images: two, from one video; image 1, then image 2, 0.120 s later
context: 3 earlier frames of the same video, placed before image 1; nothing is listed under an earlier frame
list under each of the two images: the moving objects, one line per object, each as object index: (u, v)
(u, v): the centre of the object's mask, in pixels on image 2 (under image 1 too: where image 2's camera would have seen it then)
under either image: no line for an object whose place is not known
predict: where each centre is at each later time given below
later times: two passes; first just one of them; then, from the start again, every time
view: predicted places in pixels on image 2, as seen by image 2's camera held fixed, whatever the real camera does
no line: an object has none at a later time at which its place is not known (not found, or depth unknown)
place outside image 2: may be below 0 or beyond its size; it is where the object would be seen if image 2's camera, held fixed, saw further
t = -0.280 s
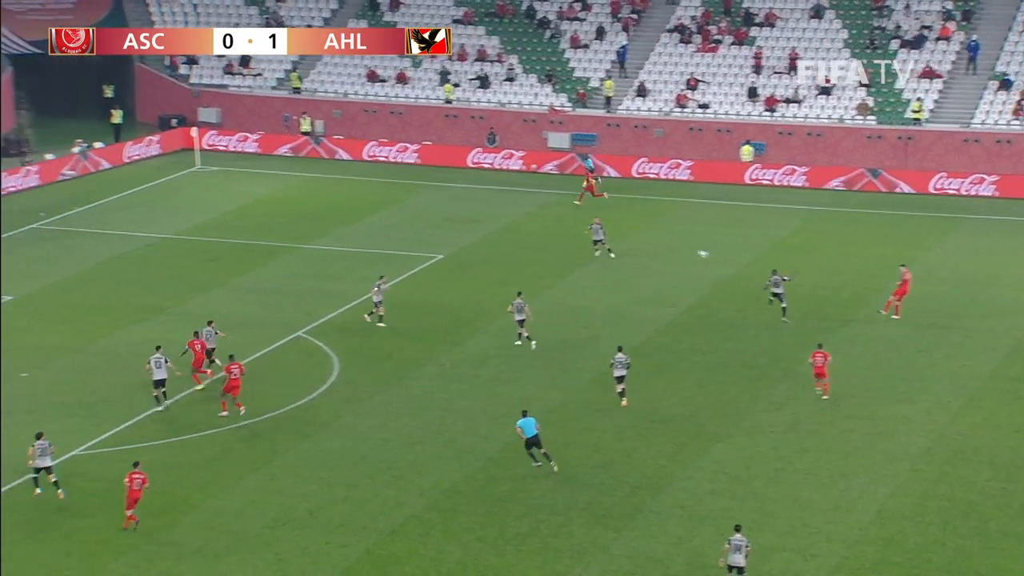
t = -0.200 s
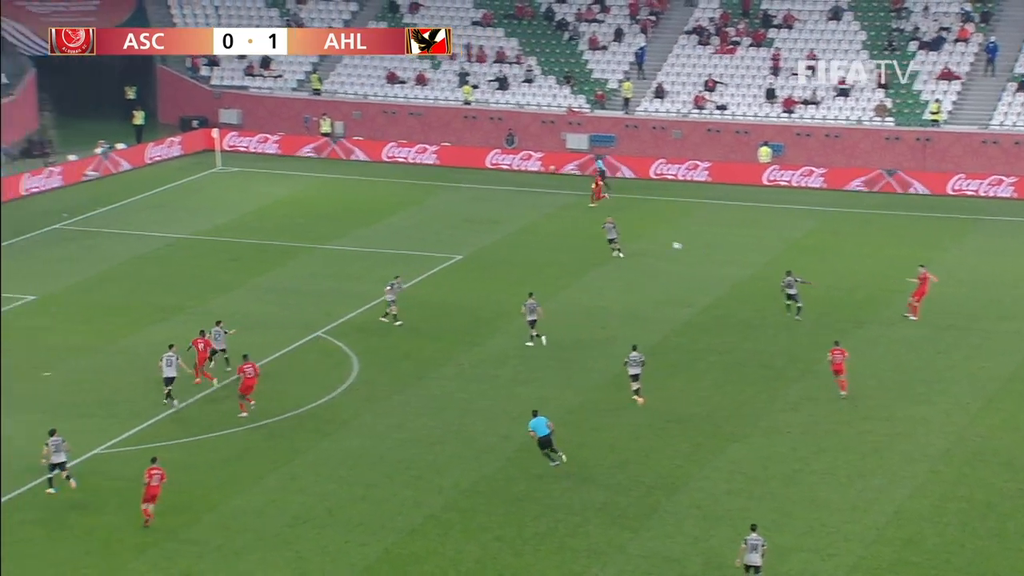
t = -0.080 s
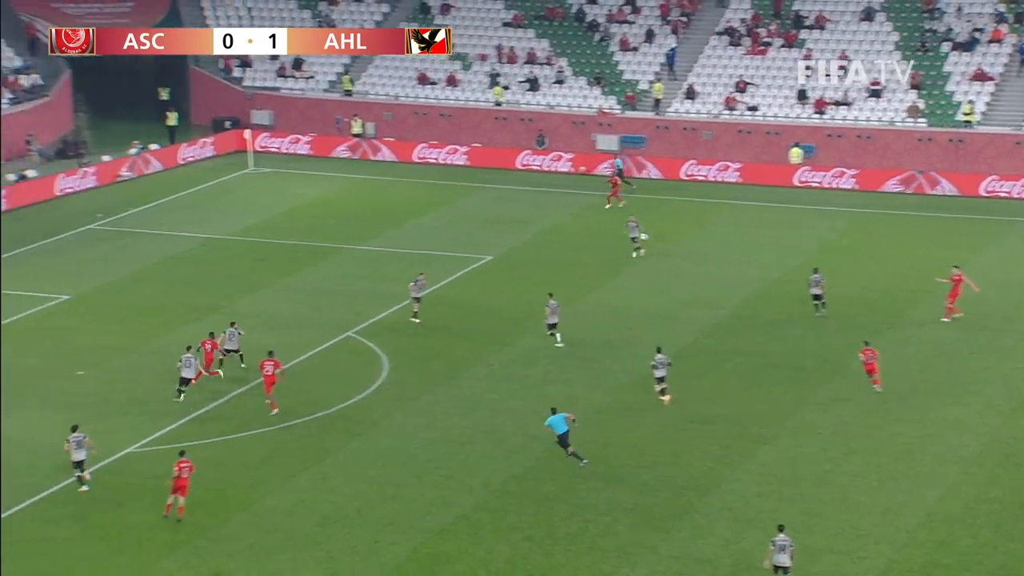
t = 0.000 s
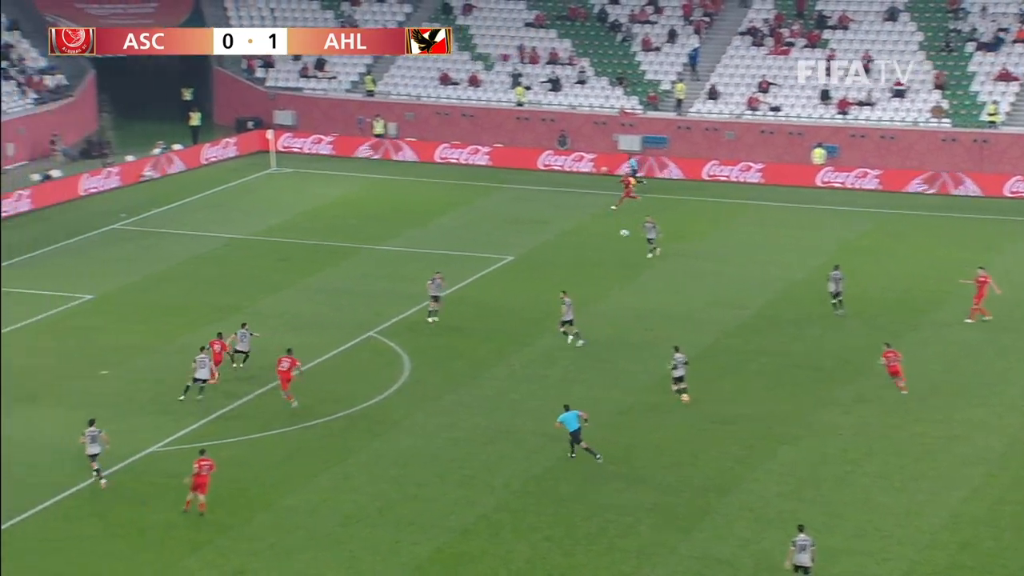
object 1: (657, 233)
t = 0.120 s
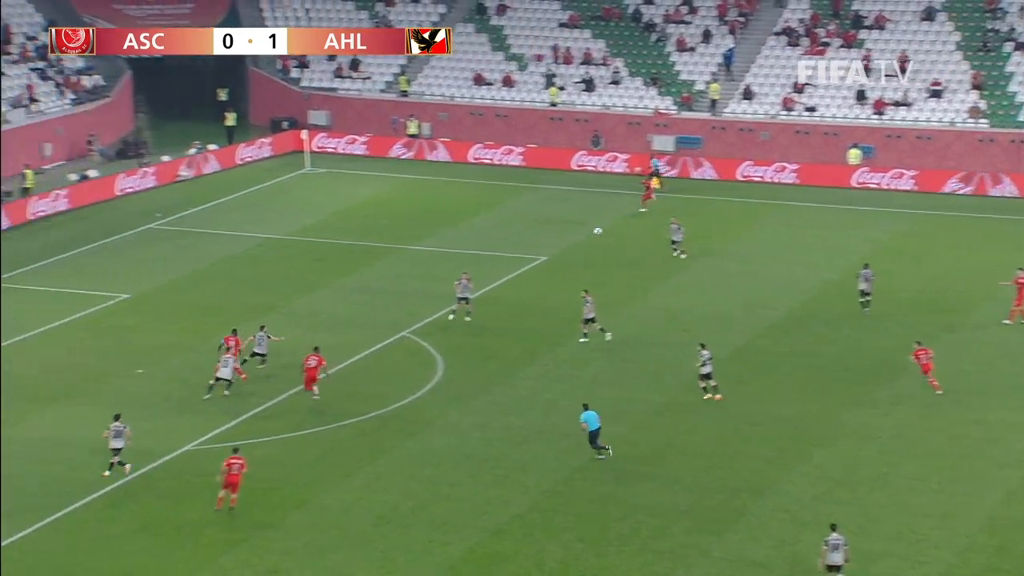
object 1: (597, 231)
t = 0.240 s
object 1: (541, 233)
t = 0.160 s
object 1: (578, 232)
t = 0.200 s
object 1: (559, 232)
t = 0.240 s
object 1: (541, 233)
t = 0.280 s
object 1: (523, 235)
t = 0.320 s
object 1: (505, 237)
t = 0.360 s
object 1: (487, 240)
